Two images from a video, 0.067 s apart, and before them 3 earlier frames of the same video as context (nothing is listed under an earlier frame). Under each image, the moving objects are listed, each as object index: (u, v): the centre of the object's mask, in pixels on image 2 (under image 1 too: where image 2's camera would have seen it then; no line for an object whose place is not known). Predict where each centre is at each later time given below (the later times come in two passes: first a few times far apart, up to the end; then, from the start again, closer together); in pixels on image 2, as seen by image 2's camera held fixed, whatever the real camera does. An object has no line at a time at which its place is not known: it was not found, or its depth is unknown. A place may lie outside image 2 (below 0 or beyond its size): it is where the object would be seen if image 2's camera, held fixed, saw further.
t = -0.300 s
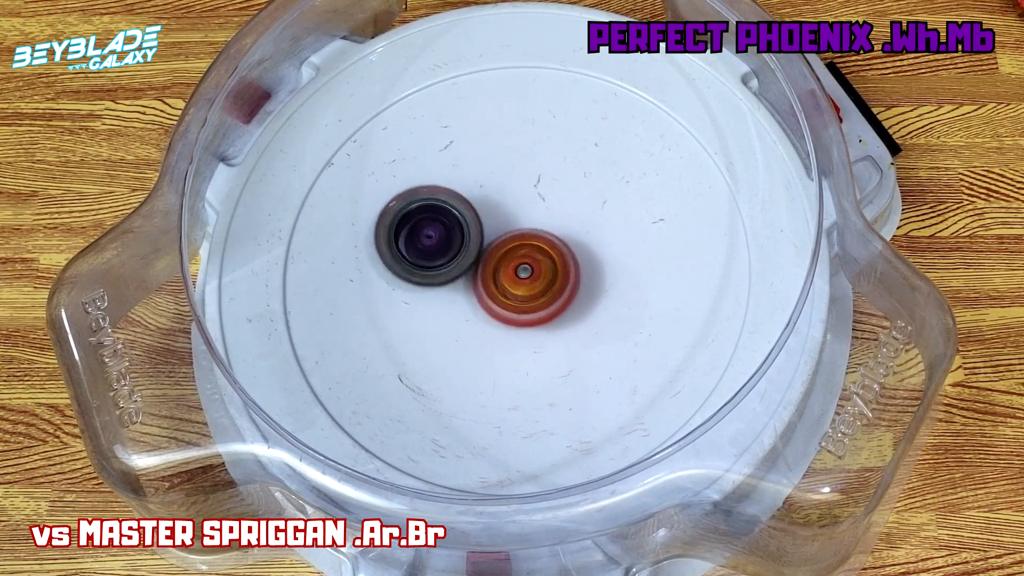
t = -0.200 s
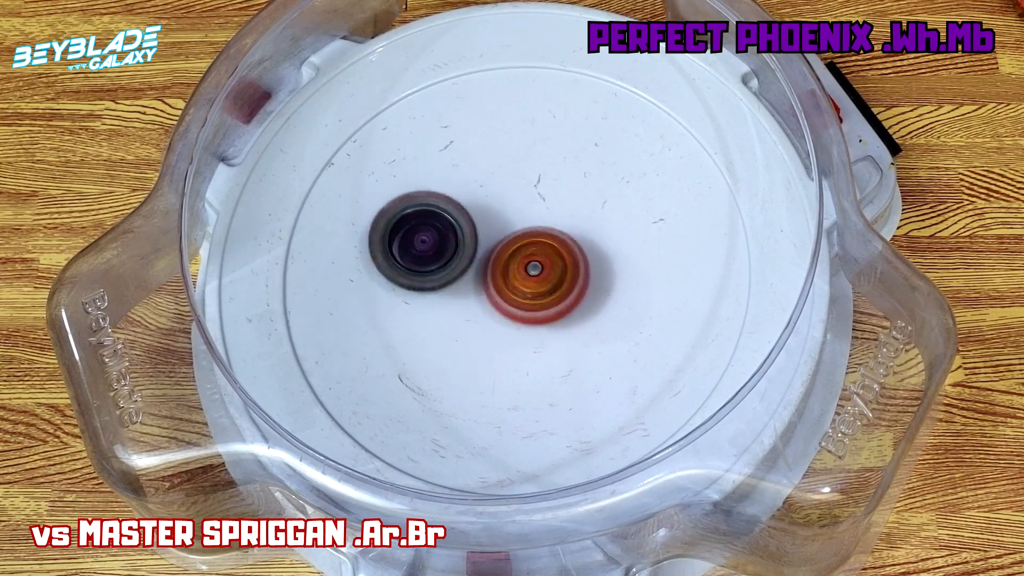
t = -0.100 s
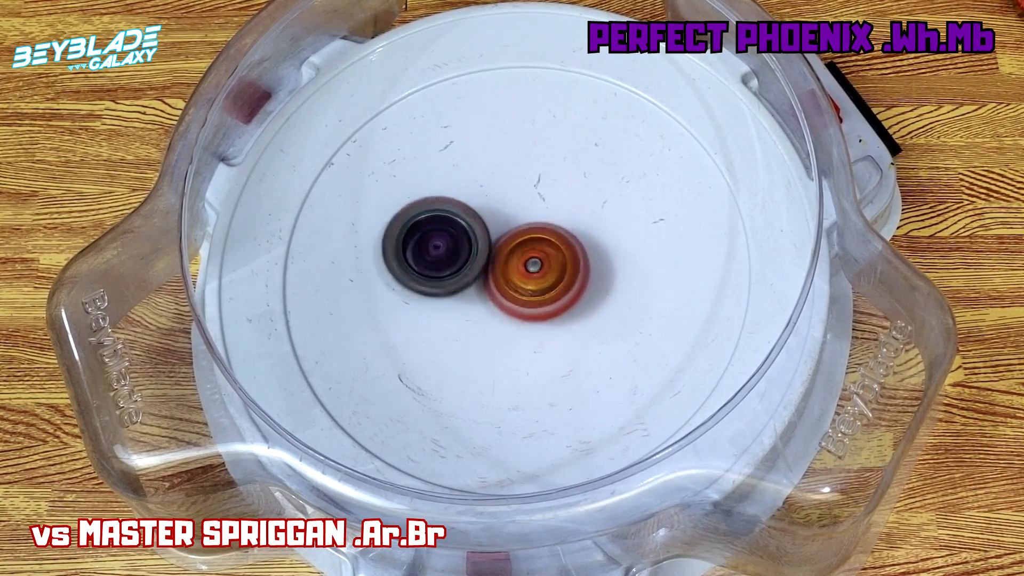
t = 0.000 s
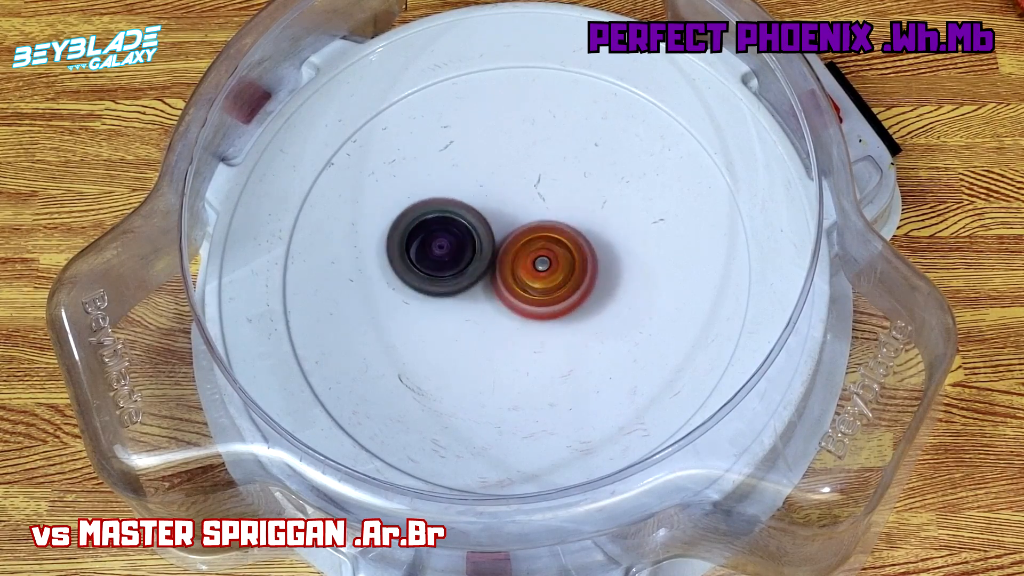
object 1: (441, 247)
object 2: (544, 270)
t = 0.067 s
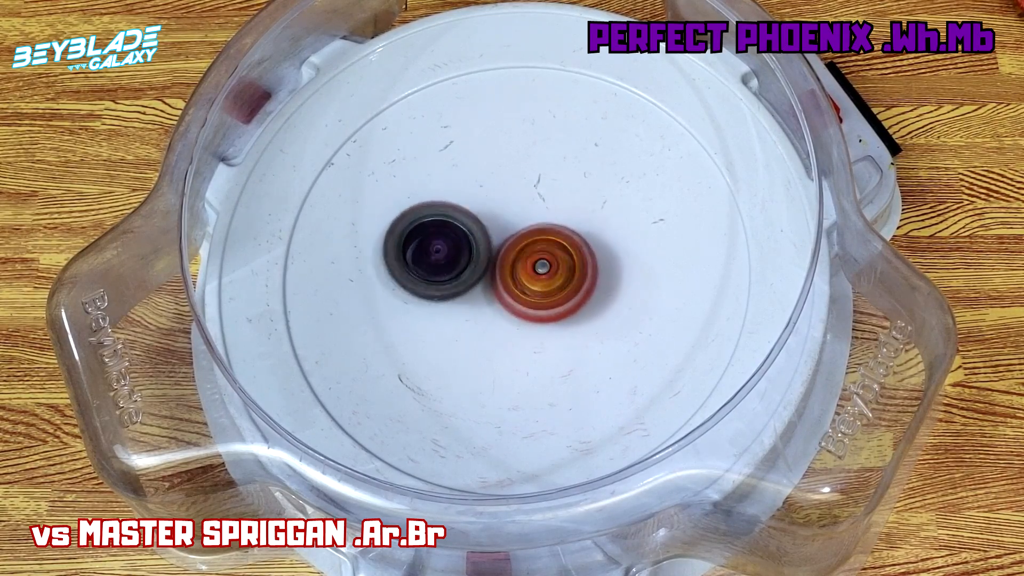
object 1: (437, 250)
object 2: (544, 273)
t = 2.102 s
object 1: (437, 239)
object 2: (543, 288)
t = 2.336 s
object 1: (442, 218)
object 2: (542, 299)
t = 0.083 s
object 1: (436, 252)
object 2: (543, 273)
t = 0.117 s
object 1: (431, 253)
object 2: (541, 273)
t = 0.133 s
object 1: (430, 255)
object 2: (540, 273)
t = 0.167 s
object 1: (431, 258)
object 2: (538, 272)
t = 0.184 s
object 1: (429, 260)
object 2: (538, 271)
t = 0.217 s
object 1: (425, 265)
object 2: (537, 271)
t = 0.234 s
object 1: (422, 268)
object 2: (536, 271)
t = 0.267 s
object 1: (419, 276)
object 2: (532, 270)
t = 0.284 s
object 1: (419, 280)
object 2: (531, 268)
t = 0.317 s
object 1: (419, 286)
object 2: (528, 267)
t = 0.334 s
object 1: (420, 288)
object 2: (526, 266)
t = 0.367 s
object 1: (422, 289)
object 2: (524, 264)
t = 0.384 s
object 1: (423, 287)
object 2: (523, 263)
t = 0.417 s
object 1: (423, 286)
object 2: (526, 261)
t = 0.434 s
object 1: (424, 283)
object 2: (527, 260)
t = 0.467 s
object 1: (423, 280)
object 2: (533, 255)
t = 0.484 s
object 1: (423, 279)
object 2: (536, 253)
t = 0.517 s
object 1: (426, 279)
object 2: (539, 249)
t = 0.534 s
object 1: (430, 279)
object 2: (540, 249)
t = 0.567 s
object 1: (440, 278)
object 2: (542, 247)
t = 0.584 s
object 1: (445, 278)
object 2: (544, 246)
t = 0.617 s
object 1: (449, 277)
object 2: (551, 245)
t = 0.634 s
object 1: (450, 278)
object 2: (553, 245)
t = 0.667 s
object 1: (452, 281)
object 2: (555, 246)
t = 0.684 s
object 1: (452, 282)
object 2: (555, 246)
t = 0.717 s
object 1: (450, 282)
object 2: (555, 247)
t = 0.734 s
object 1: (448, 282)
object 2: (556, 247)
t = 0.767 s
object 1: (444, 282)
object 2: (555, 248)
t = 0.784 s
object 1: (442, 282)
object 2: (555, 249)
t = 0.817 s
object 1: (440, 283)
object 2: (554, 250)
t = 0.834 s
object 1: (440, 283)
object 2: (553, 251)
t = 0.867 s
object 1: (442, 284)
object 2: (551, 253)
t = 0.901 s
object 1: (443, 283)
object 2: (549, 254)
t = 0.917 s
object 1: (444, 284)
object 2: (548, 255)
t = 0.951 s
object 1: (445, 283)
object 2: (547, 256)
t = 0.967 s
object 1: (444, 283)
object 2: (546, 256)
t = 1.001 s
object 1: (441, 280)
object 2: (544, 257)
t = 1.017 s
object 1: (440, 277)
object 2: (544, 258)
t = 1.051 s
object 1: (435, 272)
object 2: (543, 258)
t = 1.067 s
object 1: (433, 269)
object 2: (543, 259)
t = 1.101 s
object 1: (431, 263)
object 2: (541, 260)
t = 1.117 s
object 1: (432, 260)
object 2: (540, 260)
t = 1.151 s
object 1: (433, 254)
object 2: (540, 261)
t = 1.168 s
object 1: (432, 252)
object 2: (541, 261)
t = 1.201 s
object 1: (431, 249)
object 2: (540, 262)
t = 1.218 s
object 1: (431, 249)
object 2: (539, 262)
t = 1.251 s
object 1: (432, 247)
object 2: (540, 264)
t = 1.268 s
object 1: (433, 246)
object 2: (540, 265)
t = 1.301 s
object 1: (433, 246)
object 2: (540, 266)
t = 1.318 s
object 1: (431, 247)
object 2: (540, 267)
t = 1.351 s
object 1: (425, 248)
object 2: (542, 269)
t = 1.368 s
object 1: (423, 250)
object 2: (541, 270)
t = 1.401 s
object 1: (423, 255)
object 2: (541, 271)
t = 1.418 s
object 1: (424, 258)
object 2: (540, 272)
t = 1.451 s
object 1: (427, 264)
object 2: (539, 273)
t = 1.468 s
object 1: (428, 267)
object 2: (539, 274)
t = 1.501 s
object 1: (431, 271)
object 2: (540, 275)
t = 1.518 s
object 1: (430, 272)
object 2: (540, 275)
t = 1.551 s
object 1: (428, 274)
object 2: (542, 276)
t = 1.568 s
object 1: (427, 274)
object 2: (543, 277)
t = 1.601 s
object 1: (427, 273)
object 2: (543, 277)
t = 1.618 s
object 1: (428, 272)
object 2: (543, 277)
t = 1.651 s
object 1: (430, 271)
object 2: (542, 278)
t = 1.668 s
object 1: (431, 270)
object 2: (541, 279)
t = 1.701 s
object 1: (432, 268)
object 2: (543, 279)
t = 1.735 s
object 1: (432, 264)
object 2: (543, 280)
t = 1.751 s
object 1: (431, 262)
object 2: (545, 281)
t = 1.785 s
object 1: (427, 258)
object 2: (549, 283)
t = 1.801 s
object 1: (425, 256)
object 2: (549, 284)
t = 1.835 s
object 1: (424, 253)
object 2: (548, 285)
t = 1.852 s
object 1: (424, 252)
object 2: (548, 285)
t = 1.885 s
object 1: (426, 250)
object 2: (547, 285)
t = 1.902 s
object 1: (427, 250)
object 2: (546, 285)
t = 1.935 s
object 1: (430, 248)
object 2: (545, 285)
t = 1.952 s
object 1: (432, 247)
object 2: (544, 284)
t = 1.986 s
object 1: (435, 247)
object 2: (543, 284)
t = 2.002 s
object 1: (437, 247)
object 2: (542, 284)
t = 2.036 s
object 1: (439, 246)
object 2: (542, 284)
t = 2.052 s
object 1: (440, 246)
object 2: (541, 284)
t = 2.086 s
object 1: (440, 242)
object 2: (541, 286)
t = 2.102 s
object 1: (437, 239)
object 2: (543, 288)
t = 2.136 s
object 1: (433, 235)
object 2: (544, 291)
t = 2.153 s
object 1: (432, 233)
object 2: (543, 292)
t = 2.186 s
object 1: (432, 231)
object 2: (541, 292)
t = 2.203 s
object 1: (433, 230)
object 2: (540, 292)
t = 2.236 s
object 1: (436, 229)
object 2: (539, 293)
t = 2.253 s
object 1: (438, 229)
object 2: (538, 293)
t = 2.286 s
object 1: (444, 229)
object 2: (535, 292)
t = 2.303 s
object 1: (446, 229)
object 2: (534, 291)
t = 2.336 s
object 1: (442, 218)
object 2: (542, 299)
